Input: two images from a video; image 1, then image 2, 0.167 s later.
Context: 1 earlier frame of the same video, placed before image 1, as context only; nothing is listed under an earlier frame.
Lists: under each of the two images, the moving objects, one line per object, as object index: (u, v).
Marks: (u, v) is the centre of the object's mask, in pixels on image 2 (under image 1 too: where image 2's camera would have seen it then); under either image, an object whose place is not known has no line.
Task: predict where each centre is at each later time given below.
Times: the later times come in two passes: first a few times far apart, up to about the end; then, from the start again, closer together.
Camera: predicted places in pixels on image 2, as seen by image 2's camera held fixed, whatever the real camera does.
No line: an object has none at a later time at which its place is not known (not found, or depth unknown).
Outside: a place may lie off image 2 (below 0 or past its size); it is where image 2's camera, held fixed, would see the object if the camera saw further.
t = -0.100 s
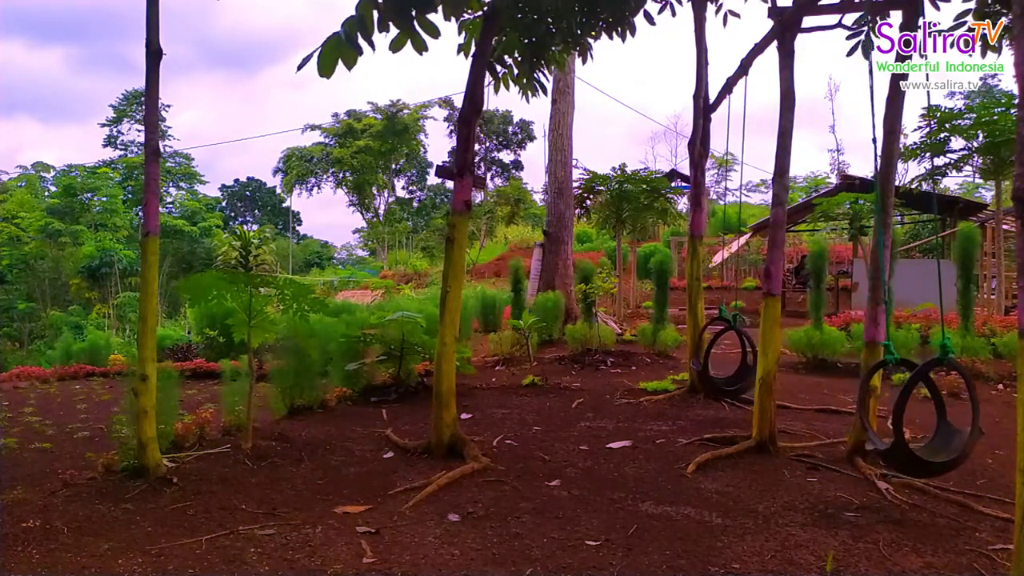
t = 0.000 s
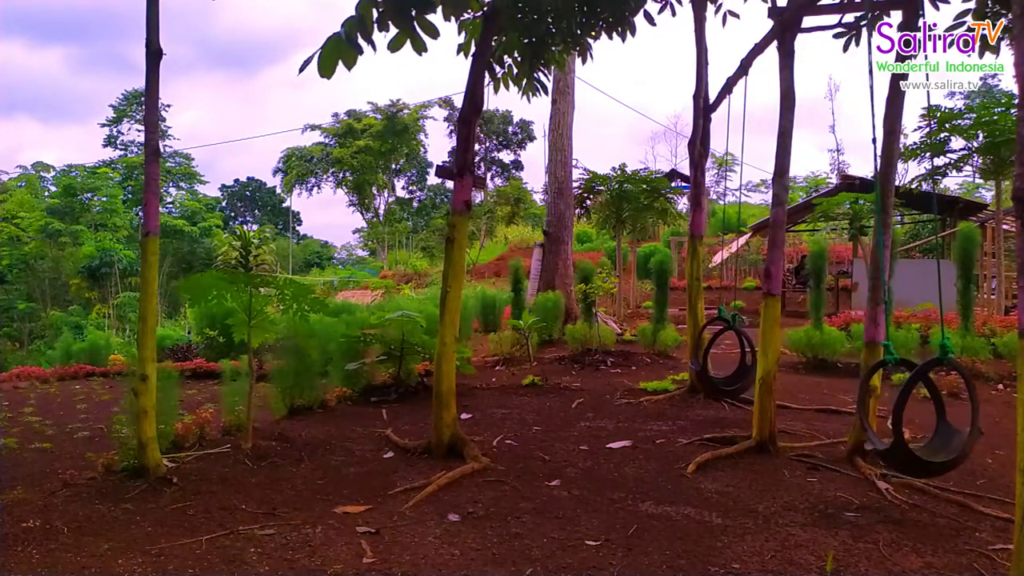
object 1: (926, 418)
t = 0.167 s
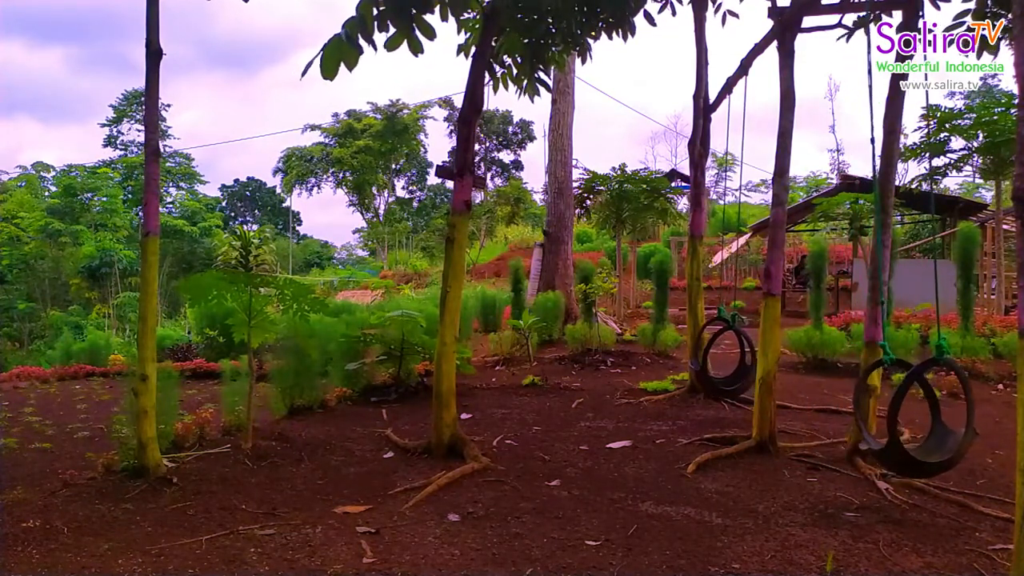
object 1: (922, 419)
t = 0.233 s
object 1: (920, 419)
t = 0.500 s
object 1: (902, 419)
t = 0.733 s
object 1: (885, 419)
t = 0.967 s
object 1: (869, 418)
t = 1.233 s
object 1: (862, 418)
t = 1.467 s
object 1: (863, 418)
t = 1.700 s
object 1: (873, 419)
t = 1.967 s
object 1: (892, 419)
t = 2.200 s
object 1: (908, 420)
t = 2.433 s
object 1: (922, 419)
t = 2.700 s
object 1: (927, 419)
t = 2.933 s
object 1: (922, 419)
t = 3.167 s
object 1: (910, 419)
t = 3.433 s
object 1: (891, 419)
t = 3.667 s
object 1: (875, 418)
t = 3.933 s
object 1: (862, 417)
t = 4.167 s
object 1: (856, 415)
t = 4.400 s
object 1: (868, 418)
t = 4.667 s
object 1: (885, 419)
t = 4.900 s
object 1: (902, 420)
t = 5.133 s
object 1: (917, 420)
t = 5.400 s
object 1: (926, 419)
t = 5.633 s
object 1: (926, 419)
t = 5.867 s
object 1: (917, 419)
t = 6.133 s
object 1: (899, 419)
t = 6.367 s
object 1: (882, 419)
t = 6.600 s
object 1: (869, 418)
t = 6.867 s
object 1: (857, 415)
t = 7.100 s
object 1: (860, 415)
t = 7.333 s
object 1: (876, 418)
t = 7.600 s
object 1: (894, 419)
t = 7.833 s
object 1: (910, 420)
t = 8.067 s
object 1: (922, 420)
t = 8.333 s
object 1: (927, 419)
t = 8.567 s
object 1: (922, 419)
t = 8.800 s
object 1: (909, 420)
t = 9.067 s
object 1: (890, 419)
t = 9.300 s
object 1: (875, 418)
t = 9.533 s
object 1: (865, 418)
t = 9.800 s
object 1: (864, 418)
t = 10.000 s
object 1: (869, 418)
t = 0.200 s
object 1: (921, 419)
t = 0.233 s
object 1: (920, 419)
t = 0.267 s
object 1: (918, 419)
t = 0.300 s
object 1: (916, 419)
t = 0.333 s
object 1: (914, 419)
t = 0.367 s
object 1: (911, 419)
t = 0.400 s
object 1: (909, 419)
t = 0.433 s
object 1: (907, 419)
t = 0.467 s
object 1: (905, 419)
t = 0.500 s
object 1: (902, 419)
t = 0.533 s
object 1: (900, 419)
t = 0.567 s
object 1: (897, 420)
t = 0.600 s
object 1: (894, 420)
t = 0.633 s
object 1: (892, 420)
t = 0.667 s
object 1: (890, 419)
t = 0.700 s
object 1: (887, 419)
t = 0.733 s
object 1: (885, 419)
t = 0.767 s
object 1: (883, 419)
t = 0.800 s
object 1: (880, 419)
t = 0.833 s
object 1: (878, 419)
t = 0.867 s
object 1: (876, 418)
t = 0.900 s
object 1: (874, 418)
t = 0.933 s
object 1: (872, 418)
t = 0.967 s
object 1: (869, 418)
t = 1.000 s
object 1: (868, 418)
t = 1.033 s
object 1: (867, 418)
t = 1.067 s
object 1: (865, 418)
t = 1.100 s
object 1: (864, 418)
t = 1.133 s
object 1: (863, 418)
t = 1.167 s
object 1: (863, 418)
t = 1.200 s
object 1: (862, 418)
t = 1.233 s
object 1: (862, 418)
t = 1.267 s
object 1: (861, 418)
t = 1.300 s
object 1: (861, 418)
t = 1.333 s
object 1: (861, 418)
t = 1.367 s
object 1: (861, 418)
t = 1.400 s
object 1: (861, 418)
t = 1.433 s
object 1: (862, 418)
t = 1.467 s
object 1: (863, 418)
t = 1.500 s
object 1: (864, 418)
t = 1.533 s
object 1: (865, 418)
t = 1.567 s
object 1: (866, 418)
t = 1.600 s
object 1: (868, 418)
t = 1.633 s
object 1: (869, 418)
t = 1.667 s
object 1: (871, 418)
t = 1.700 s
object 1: (873, 419)
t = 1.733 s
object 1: (875, 419)
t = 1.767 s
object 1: (877, 419)
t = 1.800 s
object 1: (880, 419)
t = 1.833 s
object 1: (882, 419)
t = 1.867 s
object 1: (884, 419)
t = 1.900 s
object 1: (887, 419)
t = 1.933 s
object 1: (889, 419)
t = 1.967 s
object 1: (892, 419)
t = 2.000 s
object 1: (894, 419)
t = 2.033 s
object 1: (897, 420)
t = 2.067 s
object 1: (899, 420)
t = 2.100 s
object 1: (901, 420)
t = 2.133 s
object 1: (903, 420)
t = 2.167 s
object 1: (906, 420)
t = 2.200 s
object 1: (908, 420)
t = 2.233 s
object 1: (910, 420)
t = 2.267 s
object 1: (913, 419)
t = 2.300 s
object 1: (914, 419)
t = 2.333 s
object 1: (916, 419)
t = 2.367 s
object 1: (918, 419)
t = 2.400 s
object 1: (920, 419)
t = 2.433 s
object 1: (922, 419)
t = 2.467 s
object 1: (923, 419)
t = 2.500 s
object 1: (924, 419)
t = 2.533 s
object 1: (925, 419)
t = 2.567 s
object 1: (926, 419)
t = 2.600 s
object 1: (926, 419)
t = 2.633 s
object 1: (927, 419)
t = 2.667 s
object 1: (927, 419)
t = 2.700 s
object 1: (927, 419)
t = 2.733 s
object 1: (927, 419)
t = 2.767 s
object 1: (927, 419)
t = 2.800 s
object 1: (926, 418)
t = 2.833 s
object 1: (926, 418)
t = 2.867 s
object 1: (925, 418)
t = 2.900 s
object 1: (924, 418)
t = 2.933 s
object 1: (922, 419)
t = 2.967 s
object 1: (921, 419)
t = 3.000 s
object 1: (920, 419)
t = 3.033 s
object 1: (919, 419)
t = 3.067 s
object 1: (917, 419)
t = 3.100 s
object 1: (915, 419)
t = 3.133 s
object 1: (913, 419)
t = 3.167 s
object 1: (910, 419)
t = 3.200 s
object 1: (908, 419)
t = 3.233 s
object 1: (906, 419)
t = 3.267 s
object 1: (904, 419)
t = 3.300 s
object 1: (901, 419)
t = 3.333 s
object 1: (899, 419)
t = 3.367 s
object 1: (896, 419)
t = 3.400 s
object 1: (894, 419)
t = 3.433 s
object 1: (891, 419)
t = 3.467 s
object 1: (889, 419)
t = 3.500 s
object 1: (886, 419)
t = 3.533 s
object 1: (884, 419)
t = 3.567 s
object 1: (881, 419)
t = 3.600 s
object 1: (879, 418)
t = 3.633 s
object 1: (877, 418)
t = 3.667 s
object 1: (875, 418)
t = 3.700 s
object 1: (873, 418)
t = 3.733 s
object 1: (871, 418)
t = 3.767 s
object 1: (869, 418)
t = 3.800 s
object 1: (868, 418)
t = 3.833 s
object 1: (867, 418)
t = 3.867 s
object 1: (865, 418)
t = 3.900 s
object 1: (864, 417)
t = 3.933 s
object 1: (862, 417)
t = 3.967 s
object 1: (861, 417)
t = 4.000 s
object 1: (861, 417)
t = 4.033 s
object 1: (856, 415)
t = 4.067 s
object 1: (856, 415)
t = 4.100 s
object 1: (856, 415)
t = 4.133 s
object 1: (856, 415)
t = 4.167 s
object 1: (856, 415)
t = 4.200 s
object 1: (856, 415)
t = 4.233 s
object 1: (862, 417)
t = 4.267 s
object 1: (863, 418)
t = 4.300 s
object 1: (864, 418)
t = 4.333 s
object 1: (865, 418)
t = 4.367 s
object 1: (866, 418)
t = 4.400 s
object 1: (868, 418)
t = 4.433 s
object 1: (870, 418)
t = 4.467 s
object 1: (872, 418)
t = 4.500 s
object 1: (874, 419)
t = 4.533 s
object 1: (876, 419)
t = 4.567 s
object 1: (877, 419)
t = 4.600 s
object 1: (880, 419)
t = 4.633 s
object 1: (883, 419)
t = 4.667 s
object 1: (885, 419)
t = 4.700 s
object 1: (888, 419)
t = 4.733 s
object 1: (890, 419)
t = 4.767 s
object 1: (893, 420)
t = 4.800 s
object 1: (895, 419)
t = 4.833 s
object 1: (898, 420)
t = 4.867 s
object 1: (900, 420)
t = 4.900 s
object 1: (902, 420)
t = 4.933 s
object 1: (904, 420)
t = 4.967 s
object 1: (906, 419)
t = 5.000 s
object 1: (909, 420)
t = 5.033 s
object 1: (911, 420)
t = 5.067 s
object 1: (913, 420)
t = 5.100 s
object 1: (915, 420)
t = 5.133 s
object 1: (917, 420)
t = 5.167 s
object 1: (918, 420)
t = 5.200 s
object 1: (920, 420)
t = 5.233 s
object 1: (921, 420)
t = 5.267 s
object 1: (923, 420)
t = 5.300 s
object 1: (925, 419)
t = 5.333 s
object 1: (925, 419)
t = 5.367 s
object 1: (925, 419)
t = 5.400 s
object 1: (926, 419)
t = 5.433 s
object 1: (926, 419)
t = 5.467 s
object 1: (926, 419)
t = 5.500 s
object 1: (926, 419)
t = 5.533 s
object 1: (926, 419)
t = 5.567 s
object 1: (926, 419)
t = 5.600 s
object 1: (926, 419)
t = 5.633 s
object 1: (926, 419)
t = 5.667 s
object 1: (924, 418)
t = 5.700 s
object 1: (923, 418)
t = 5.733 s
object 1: (922, 419)
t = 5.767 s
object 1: (920, 418)
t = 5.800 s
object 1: (920, 419)
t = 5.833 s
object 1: (918, 419)
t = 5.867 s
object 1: (917, 419)
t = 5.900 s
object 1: (915, 419)
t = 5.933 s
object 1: (913, 419)
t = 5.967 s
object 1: (911, 419)
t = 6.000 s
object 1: (909, 419)
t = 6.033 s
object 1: (907, 419)
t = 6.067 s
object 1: (904, 419)
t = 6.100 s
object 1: (902, 419)
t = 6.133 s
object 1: (899, 419)
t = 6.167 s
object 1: (897, 419)
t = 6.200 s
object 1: (894, 419)
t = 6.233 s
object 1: (892, 419)
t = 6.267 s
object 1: (890, 419)
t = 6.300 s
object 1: (887, 419)
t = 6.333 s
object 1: (885, 419)
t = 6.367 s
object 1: (882, 419)
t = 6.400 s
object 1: (880, 419)
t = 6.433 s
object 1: (878, 418)
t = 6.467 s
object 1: (876, 418)
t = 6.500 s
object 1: (874, 418)
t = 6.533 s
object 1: (872, 418)
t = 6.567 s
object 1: (871, 418)
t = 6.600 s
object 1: (869, 418)
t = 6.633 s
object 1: (868, 418)
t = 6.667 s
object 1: (866, 417)
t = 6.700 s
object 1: (865, 418)
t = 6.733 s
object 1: (864, 418)
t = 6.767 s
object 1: (863, 418)
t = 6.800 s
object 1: (862, 417)
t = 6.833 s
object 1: (862, 417)
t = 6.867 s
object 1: (857, 415)
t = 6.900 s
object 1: (857, 415)
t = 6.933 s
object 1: (857, 415)
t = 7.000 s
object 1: (858, 415)
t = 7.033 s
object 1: (858, 415)
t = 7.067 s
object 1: (859, 415)
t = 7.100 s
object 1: (860, 415)
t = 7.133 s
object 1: (861, 415)
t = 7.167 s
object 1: (862, 415)
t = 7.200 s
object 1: (863, 416)
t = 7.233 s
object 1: (870, 418)
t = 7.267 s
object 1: (872, 418)
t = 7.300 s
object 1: (874, 418)
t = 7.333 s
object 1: (876, 418)
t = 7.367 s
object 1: (878, 418)
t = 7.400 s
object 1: (880, 418)
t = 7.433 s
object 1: (883, 419)
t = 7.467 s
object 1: (885, 419)
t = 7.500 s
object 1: (887, 419)
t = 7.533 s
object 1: (889, 419)
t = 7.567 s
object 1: (892, 420)
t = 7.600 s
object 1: (894, 419)
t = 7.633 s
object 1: (897, 420)
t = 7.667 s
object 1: (899, 419)
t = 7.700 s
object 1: (902, 420)
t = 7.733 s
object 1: (904, 420)
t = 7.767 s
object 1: (906, 420)
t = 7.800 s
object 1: (908, 420)
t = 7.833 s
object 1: (910, 420)
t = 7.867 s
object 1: (912, 420)
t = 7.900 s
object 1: (914, 420)
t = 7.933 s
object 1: (916, 420)
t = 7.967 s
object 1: (918, 420)
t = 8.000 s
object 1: (919, 419)
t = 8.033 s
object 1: (921, 420)
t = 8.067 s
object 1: (922, 420)
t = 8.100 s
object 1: (924, 420)
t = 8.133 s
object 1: (925, 419)
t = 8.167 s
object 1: (925, 419)
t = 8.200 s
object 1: (926, 419)
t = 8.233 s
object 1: (926, 419)
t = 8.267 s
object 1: (926, 419)
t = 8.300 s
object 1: (927, 419)
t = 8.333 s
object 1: (927, 419)
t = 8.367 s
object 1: (927, 419)
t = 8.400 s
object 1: (926, 419)
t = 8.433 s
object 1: (926, 419)
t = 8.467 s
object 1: (925, 419)
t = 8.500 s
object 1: (924, 419)
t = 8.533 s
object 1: (923, 419)
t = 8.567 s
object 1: (922, 419)
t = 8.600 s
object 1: (920, 419)
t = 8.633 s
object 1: (919, 419)
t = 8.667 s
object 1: (917, 419)
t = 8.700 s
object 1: (915, 419)
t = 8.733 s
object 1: (914, 419)
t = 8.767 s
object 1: (912, 420)
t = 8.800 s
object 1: (909, 420)
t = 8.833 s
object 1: (907, 420)
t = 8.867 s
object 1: (905, 419)
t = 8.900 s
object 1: (903, 419)
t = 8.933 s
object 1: (899, 420)
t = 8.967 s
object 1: (897, 420)
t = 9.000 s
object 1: (894, 419)
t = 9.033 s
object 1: (892, 419)
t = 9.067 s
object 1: (890, 419)
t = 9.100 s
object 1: (887, 420)
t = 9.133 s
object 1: (885, 419)
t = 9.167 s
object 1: (884, 420)
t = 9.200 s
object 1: (881, 419)
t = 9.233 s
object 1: (879, 419)
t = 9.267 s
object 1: (877, 418)
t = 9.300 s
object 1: (875, 418)
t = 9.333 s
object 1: (873, 418)
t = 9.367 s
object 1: (872, 418)
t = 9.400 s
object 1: (870, 418)
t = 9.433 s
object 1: (868, 418)
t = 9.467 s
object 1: (867, 418)
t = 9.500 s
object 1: (866, 418)
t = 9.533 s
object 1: (865, 418)
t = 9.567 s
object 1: (864, 418)
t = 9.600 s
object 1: (864, 418)
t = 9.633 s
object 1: (863, 418)
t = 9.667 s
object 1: (863, 418)
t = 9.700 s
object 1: (863, 418)
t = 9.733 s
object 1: (863, 418)
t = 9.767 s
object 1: (863, 418)
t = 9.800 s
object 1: (864, 418)
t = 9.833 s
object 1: (864, 418)
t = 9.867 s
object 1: (865, 418)
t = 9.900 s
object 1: (866, 418)
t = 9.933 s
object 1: (867, 418)
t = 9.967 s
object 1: (868, 418)
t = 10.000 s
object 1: (869, 418)
